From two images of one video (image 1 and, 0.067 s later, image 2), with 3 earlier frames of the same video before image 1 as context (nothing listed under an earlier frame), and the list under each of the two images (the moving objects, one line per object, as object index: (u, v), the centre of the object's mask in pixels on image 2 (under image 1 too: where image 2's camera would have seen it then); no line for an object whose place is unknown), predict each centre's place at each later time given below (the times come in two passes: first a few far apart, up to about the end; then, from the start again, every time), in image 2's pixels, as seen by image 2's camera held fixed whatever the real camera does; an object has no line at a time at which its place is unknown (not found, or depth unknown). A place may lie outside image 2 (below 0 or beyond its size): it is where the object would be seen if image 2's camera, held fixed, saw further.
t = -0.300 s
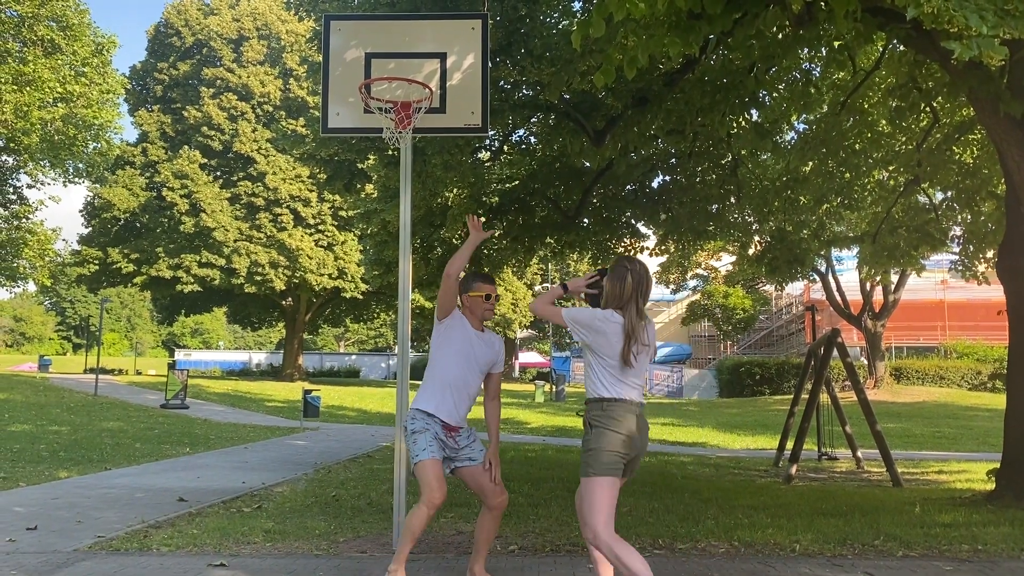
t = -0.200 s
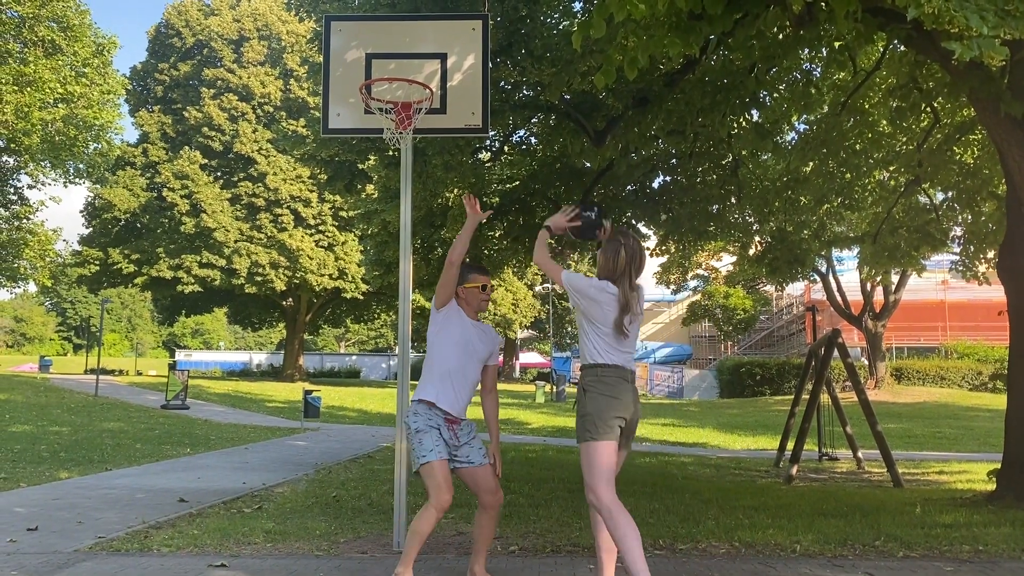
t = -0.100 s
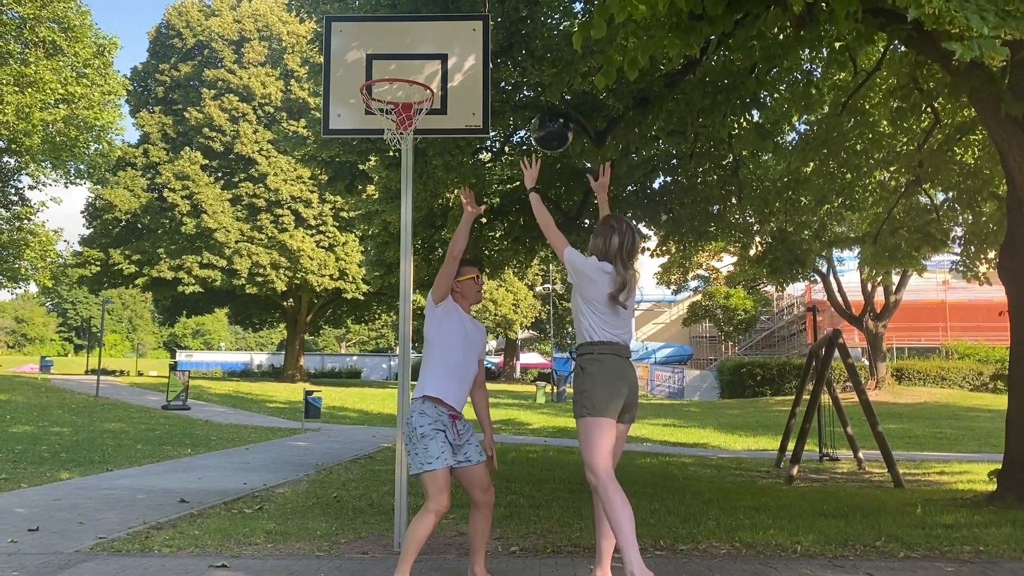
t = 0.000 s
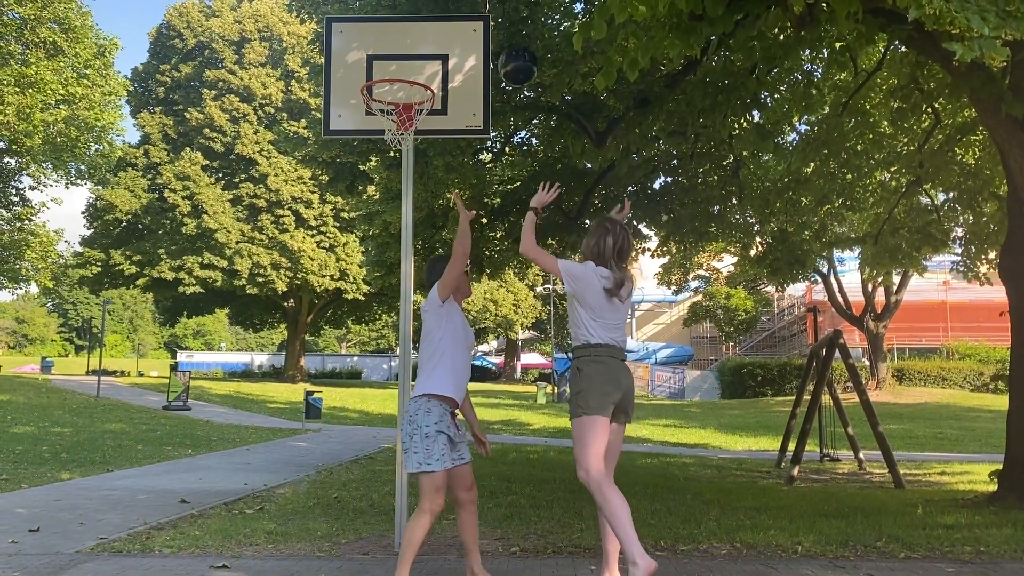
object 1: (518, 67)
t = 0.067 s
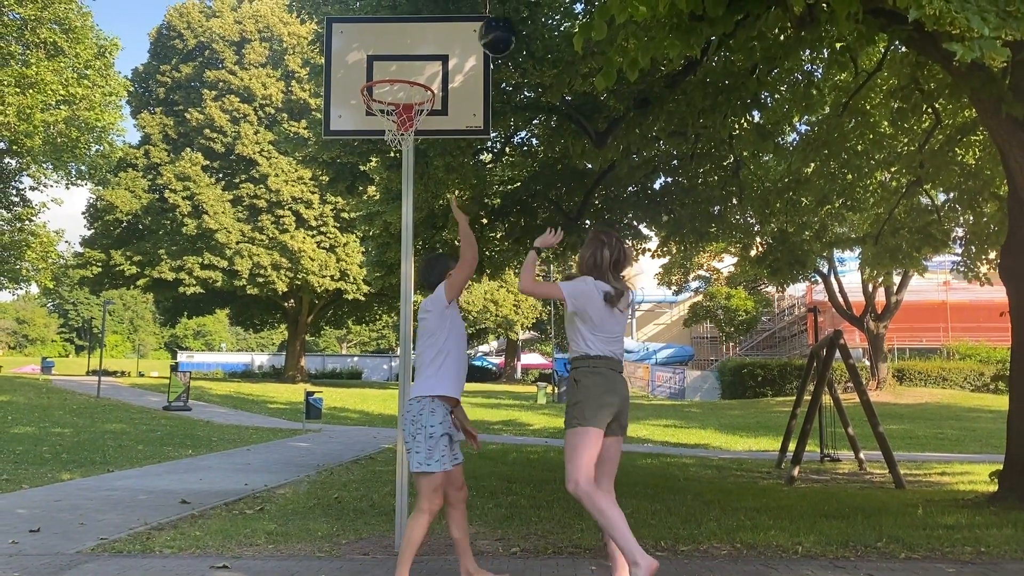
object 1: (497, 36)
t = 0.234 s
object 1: (449, 7)
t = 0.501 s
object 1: (382, 31)
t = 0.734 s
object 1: (321, 65)
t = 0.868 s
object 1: (282, 84)
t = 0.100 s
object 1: (487, 23)
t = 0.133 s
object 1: (477, 15)
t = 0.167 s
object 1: (468, 11)
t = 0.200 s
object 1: (458, 9)
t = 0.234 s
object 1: (449, 7)
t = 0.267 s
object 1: (440, 6)
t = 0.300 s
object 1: (431, 6)
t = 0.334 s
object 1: (423, 7)
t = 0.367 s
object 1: (414, 8)
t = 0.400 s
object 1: (407, 10)
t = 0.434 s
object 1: (398, 14)
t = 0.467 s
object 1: (390, 21)
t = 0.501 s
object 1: (382, 31)
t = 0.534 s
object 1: (375, 42)
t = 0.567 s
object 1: (367, 55)
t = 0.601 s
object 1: (360, 68)
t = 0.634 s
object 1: (351, 66)
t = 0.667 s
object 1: (341, 64)
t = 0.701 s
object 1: (331, 64)
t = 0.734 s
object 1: (321, 65)
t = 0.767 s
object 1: (311, 68)
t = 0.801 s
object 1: (302, 72)
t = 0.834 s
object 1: (292, 77)
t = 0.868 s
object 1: (282, 84)
